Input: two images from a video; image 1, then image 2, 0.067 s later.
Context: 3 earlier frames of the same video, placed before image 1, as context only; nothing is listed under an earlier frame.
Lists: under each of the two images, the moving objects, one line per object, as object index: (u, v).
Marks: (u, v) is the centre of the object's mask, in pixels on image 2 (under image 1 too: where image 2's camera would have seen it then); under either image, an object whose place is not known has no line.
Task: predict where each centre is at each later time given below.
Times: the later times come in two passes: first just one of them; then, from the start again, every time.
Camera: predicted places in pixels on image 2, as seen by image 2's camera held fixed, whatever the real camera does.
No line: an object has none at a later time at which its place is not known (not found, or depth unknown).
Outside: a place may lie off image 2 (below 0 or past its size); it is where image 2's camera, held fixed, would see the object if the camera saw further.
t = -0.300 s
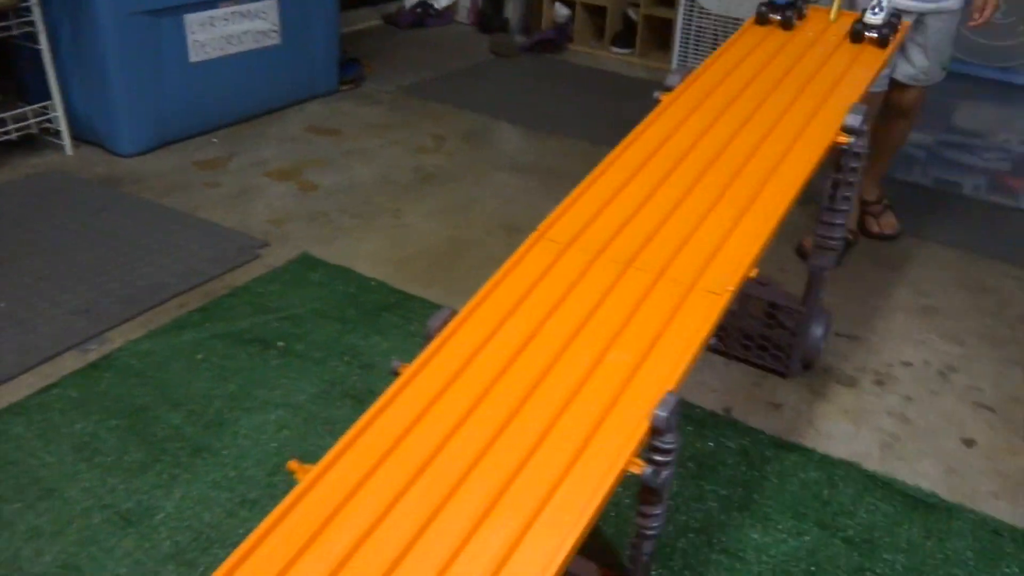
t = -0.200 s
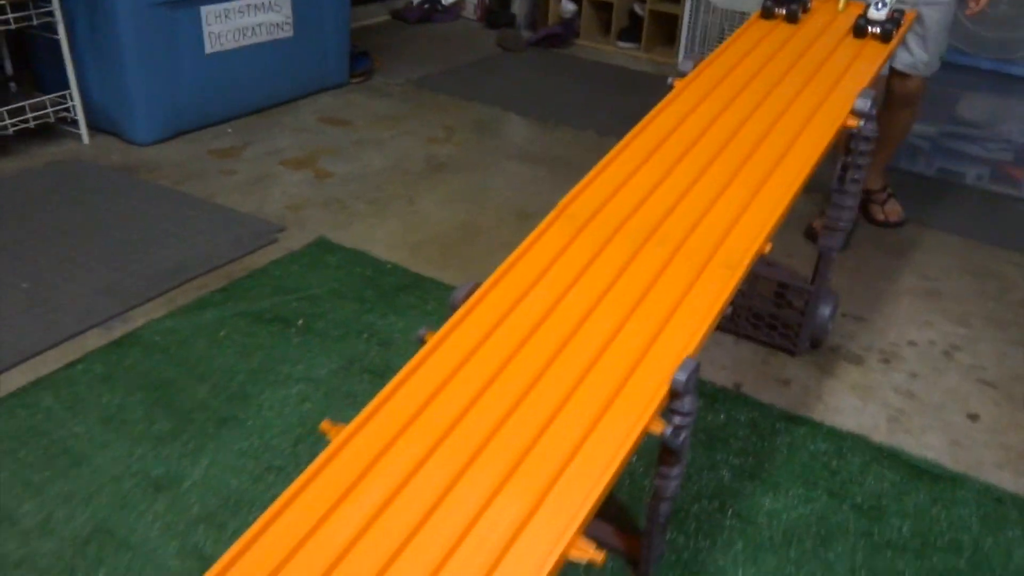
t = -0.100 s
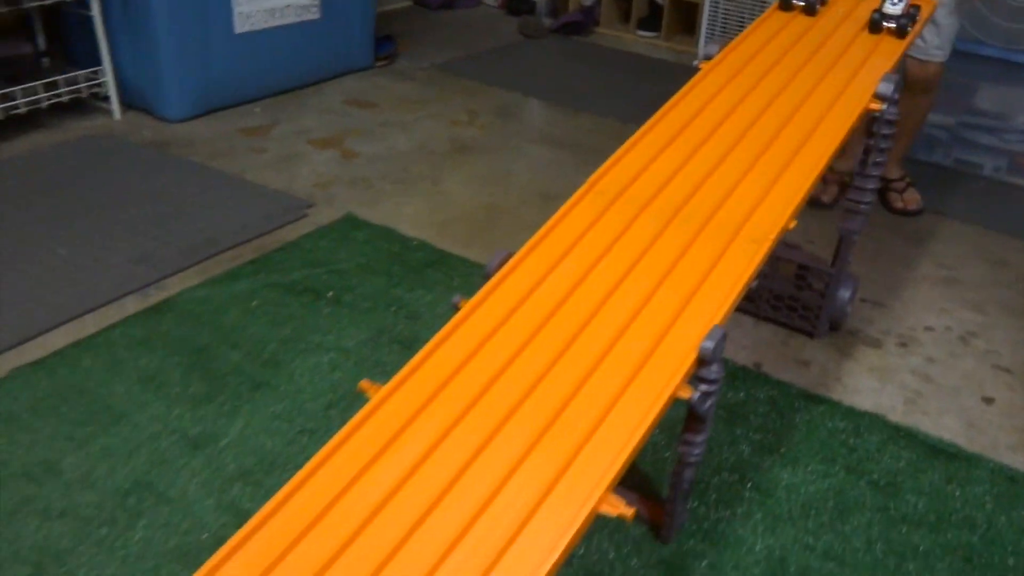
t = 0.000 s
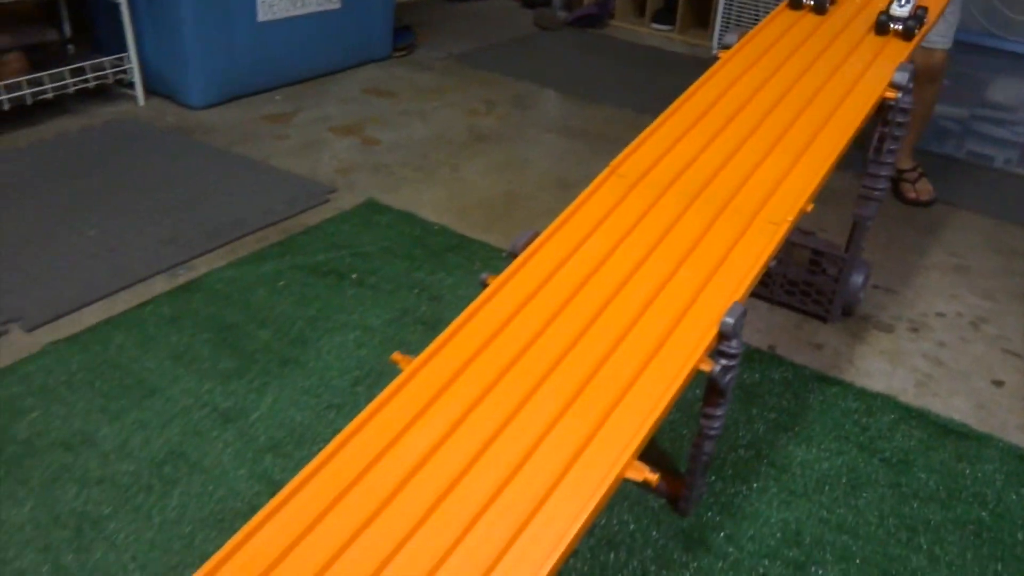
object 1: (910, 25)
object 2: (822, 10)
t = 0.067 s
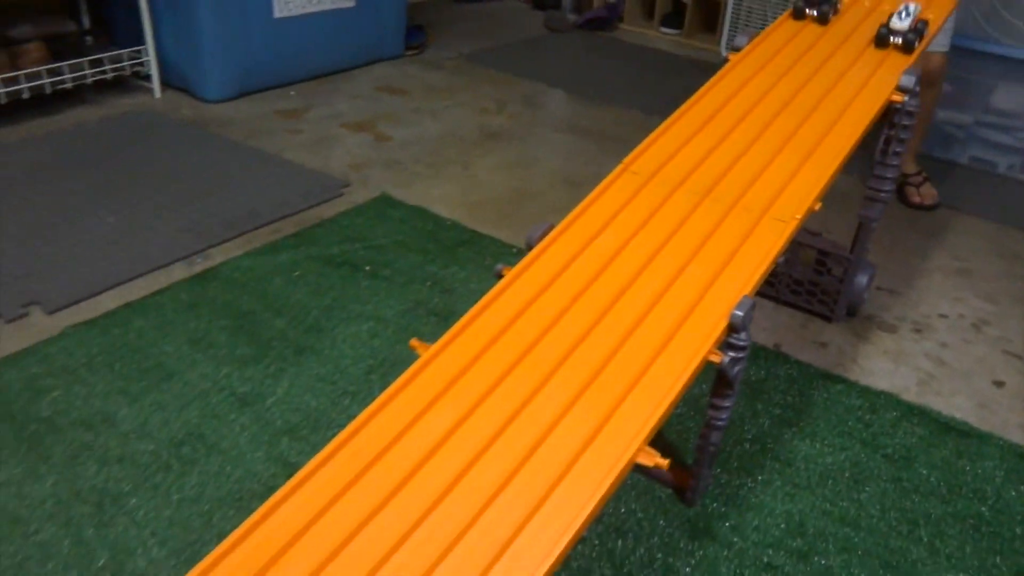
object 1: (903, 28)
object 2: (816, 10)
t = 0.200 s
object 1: (886, 51)
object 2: (804, 18)
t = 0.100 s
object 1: (899, 33)
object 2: (814, 9)
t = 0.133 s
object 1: (895, 39)
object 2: (812, 10)
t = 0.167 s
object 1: (891, 44)
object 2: (808, 13)
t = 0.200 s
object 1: (886, 51)
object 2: (804, 18)
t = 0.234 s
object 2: (801, 23)
